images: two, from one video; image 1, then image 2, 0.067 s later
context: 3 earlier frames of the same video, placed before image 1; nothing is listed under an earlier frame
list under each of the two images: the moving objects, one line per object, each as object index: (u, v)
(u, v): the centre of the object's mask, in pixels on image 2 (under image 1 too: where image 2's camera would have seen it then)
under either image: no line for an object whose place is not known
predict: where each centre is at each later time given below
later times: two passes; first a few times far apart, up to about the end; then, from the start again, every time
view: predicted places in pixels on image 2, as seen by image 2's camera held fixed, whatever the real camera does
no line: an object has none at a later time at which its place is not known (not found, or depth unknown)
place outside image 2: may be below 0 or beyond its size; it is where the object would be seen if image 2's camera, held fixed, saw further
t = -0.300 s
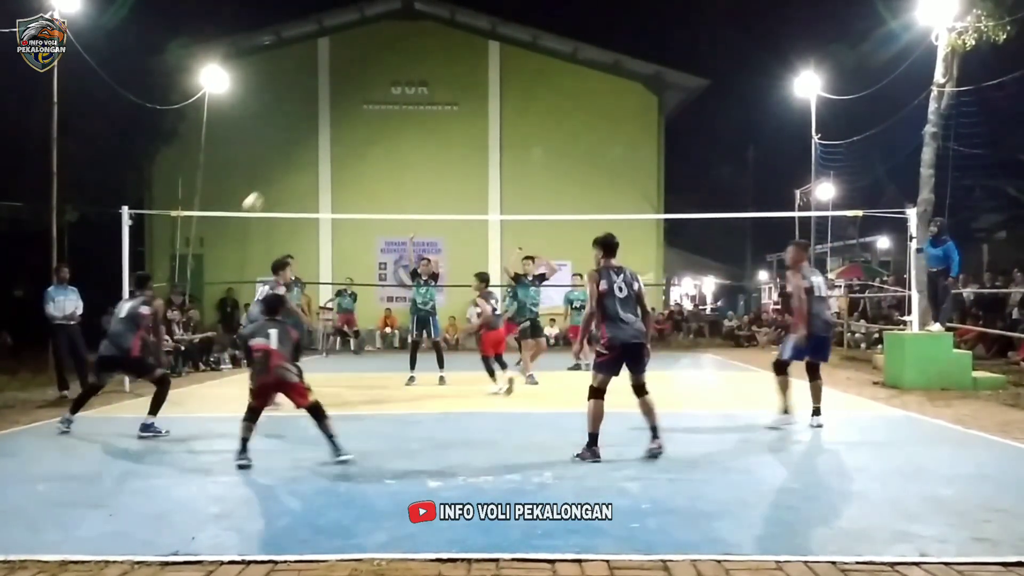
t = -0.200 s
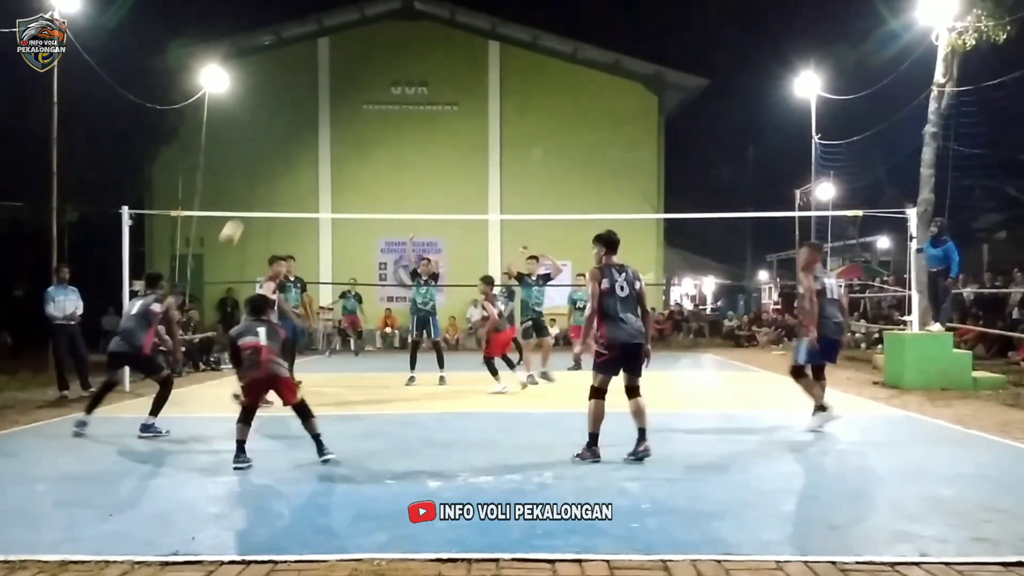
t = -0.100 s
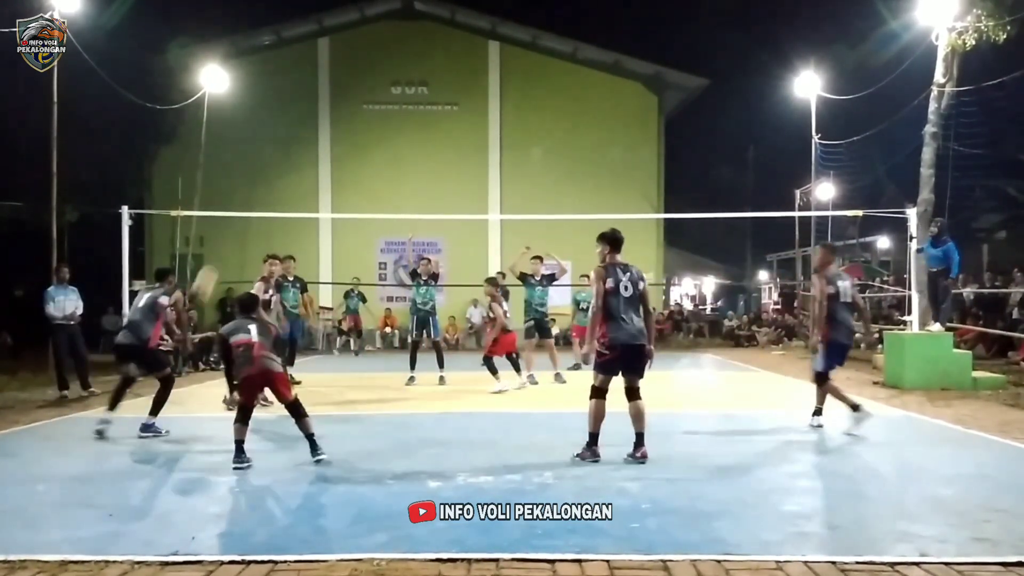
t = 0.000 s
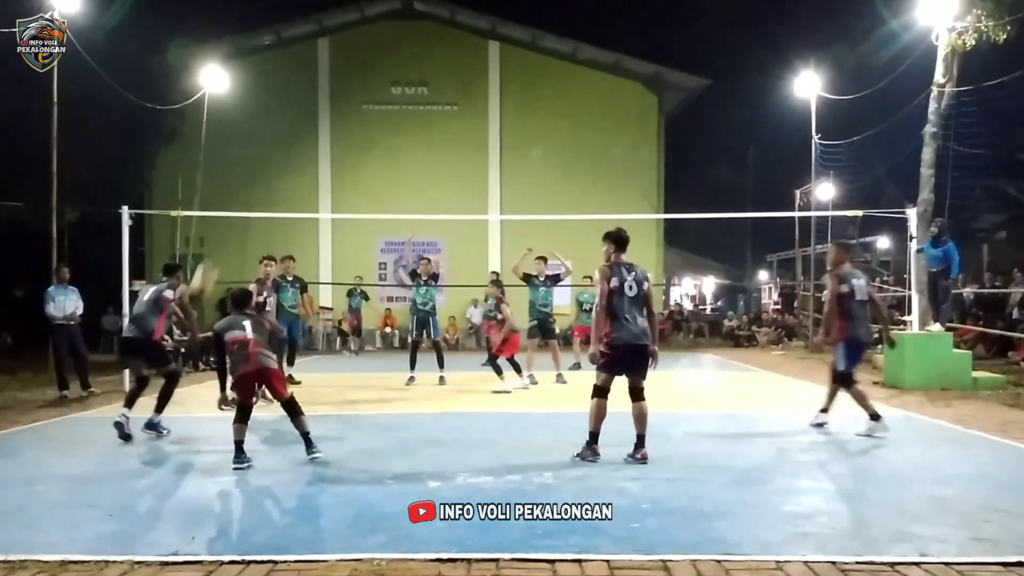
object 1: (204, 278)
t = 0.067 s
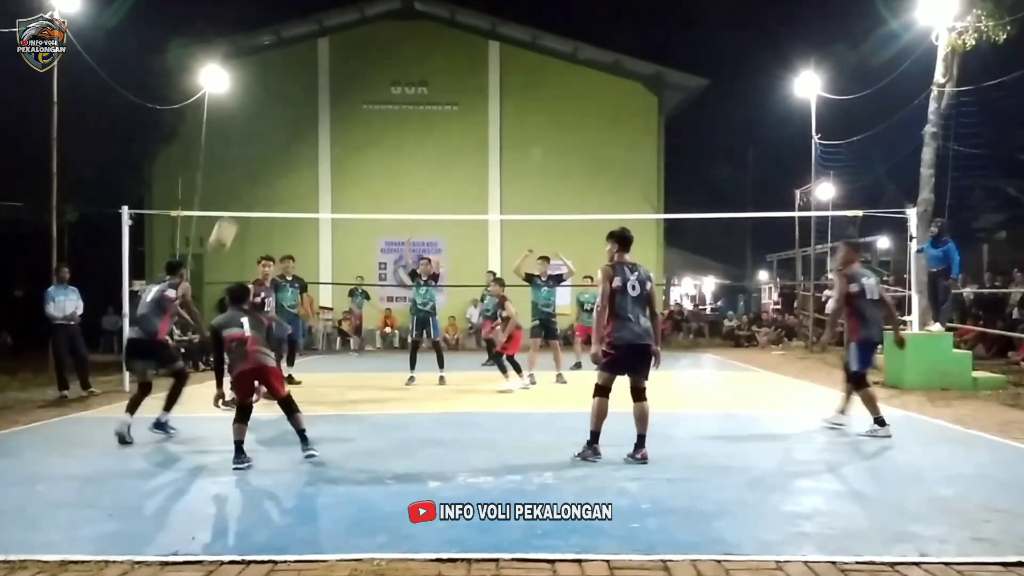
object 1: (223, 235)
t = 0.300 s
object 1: (281, 123)
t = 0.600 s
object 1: (346, 64)
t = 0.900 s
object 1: (403, 84)
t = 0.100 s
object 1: (231, 215)
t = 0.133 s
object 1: (240, 197)
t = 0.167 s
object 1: (248, 180)
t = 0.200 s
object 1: (257, 163)
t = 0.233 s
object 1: (265, 148)
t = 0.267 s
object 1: (273, 135)
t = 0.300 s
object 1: (281, 123)
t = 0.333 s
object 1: (289, 111)
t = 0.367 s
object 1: (296, 102)
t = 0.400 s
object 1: (304, 94)
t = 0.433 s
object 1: (311, 86)
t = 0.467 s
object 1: (318, 79)
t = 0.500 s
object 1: (325, 74)
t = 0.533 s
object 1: (332, 69)
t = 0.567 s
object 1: (340, 66)
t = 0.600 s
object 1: (346, 64)
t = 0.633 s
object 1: (353, 63)
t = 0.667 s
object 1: (360, 62)
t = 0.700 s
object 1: (366, 63)
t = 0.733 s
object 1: (373, 64)
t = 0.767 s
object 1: (379, 66)
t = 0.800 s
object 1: (385, 69)
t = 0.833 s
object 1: (391, 74)
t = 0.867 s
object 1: (398, 79)
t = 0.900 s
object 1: (403, 84)
